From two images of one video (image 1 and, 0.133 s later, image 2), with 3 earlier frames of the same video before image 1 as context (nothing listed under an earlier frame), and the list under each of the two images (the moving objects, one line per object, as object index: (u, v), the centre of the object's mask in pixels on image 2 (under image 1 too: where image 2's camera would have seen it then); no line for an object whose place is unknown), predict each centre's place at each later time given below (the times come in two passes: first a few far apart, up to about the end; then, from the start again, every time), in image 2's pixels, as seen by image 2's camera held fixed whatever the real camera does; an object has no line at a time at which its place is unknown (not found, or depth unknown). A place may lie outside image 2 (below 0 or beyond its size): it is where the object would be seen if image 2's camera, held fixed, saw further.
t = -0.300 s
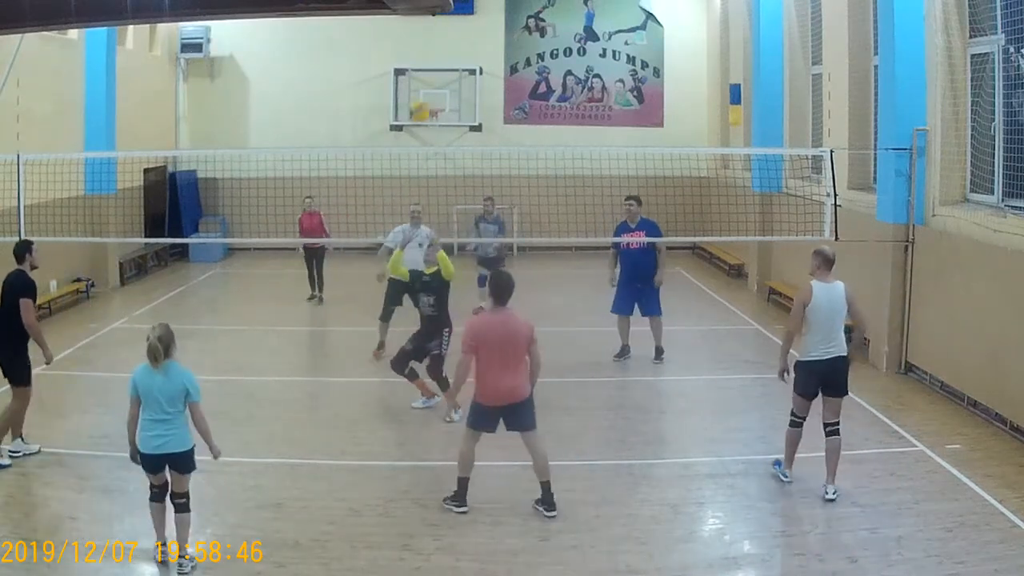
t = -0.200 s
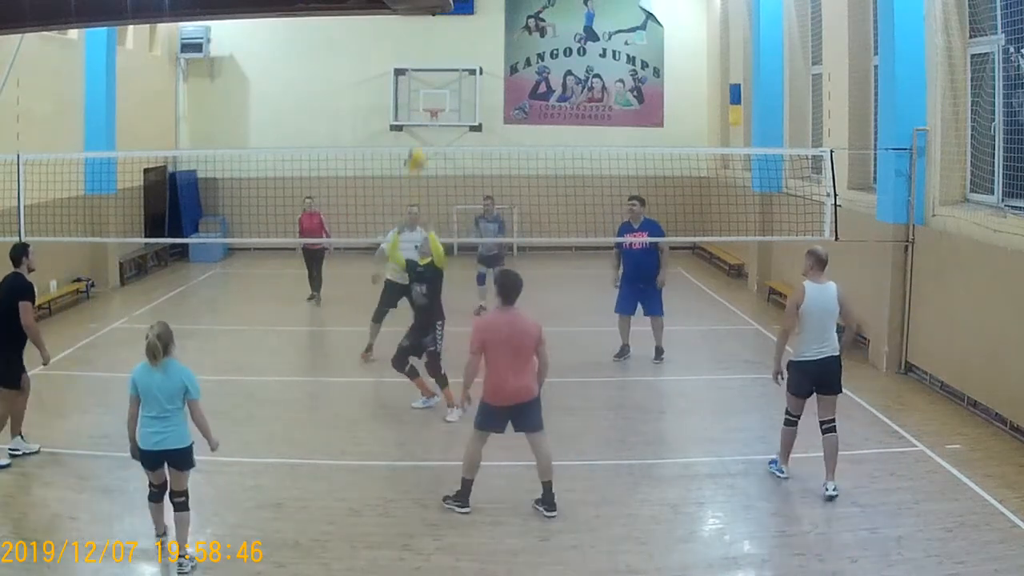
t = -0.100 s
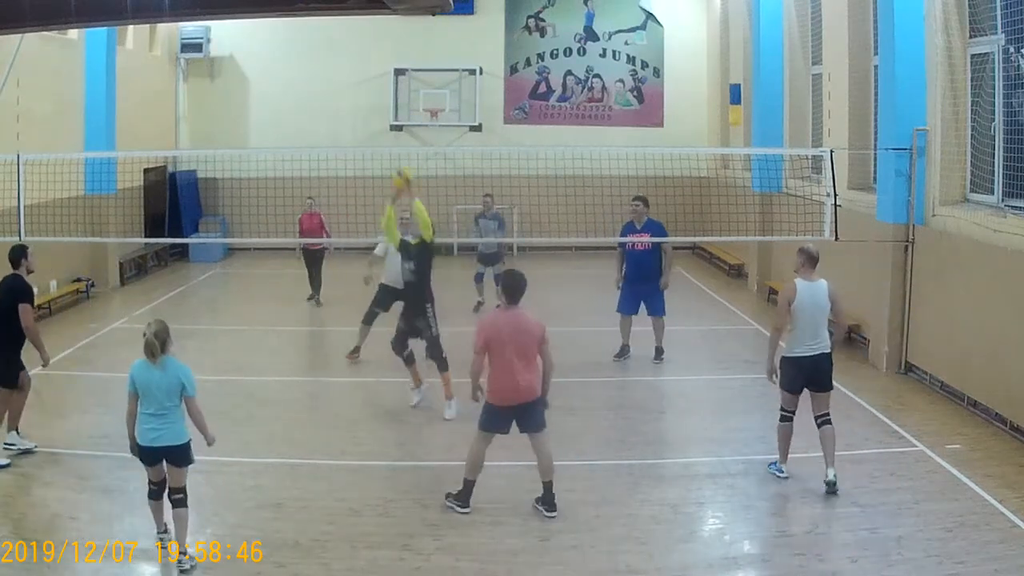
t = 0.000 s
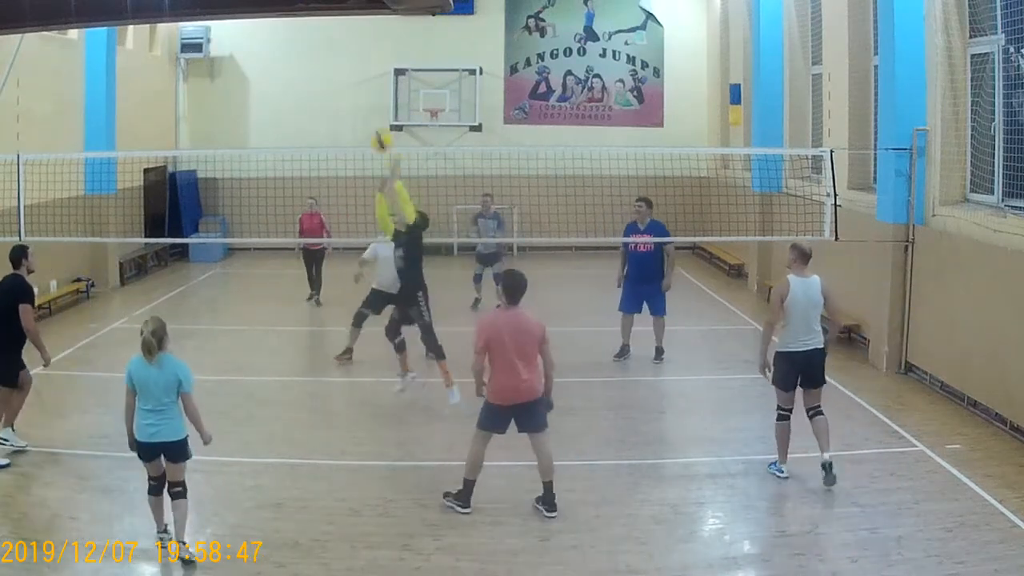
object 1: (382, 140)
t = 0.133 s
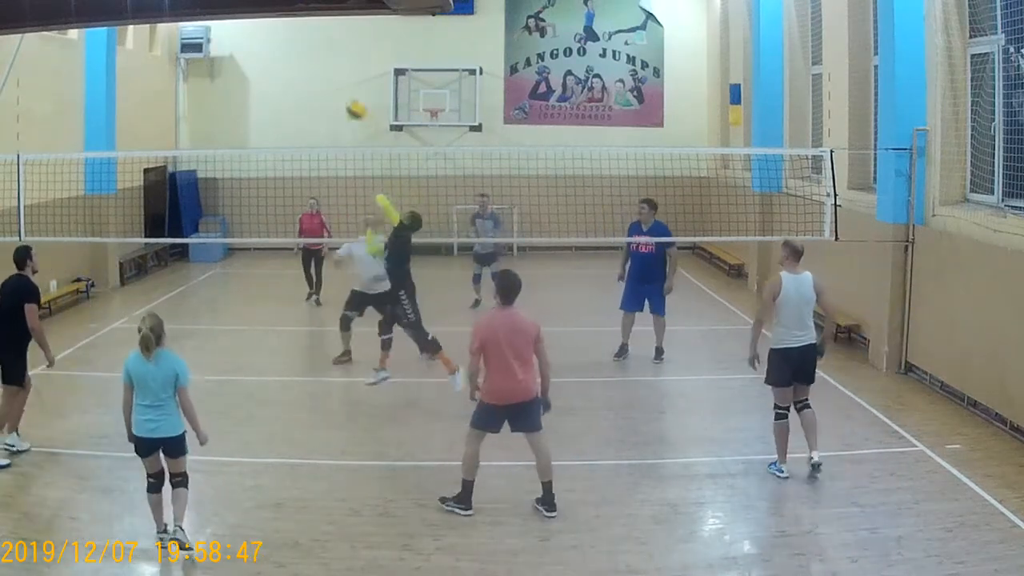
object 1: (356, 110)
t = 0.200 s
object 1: (342, 101)
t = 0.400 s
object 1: (310, 103)
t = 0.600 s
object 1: (281, 139)
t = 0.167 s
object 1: (349, 105)
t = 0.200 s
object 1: (342, 101)
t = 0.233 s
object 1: (337, 99)
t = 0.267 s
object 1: (331, 98)
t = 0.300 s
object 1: (325, 98)
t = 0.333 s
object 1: (321, 99)
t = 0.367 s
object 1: (316, 100)
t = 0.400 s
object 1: (310, 103)
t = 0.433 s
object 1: (305, 106)
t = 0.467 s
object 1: (300, 111)
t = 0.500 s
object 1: (295, 117)
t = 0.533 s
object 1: (291, 123)
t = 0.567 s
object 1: (286, 130)
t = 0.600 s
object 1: (281, 139)
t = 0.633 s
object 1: (278, 143)
